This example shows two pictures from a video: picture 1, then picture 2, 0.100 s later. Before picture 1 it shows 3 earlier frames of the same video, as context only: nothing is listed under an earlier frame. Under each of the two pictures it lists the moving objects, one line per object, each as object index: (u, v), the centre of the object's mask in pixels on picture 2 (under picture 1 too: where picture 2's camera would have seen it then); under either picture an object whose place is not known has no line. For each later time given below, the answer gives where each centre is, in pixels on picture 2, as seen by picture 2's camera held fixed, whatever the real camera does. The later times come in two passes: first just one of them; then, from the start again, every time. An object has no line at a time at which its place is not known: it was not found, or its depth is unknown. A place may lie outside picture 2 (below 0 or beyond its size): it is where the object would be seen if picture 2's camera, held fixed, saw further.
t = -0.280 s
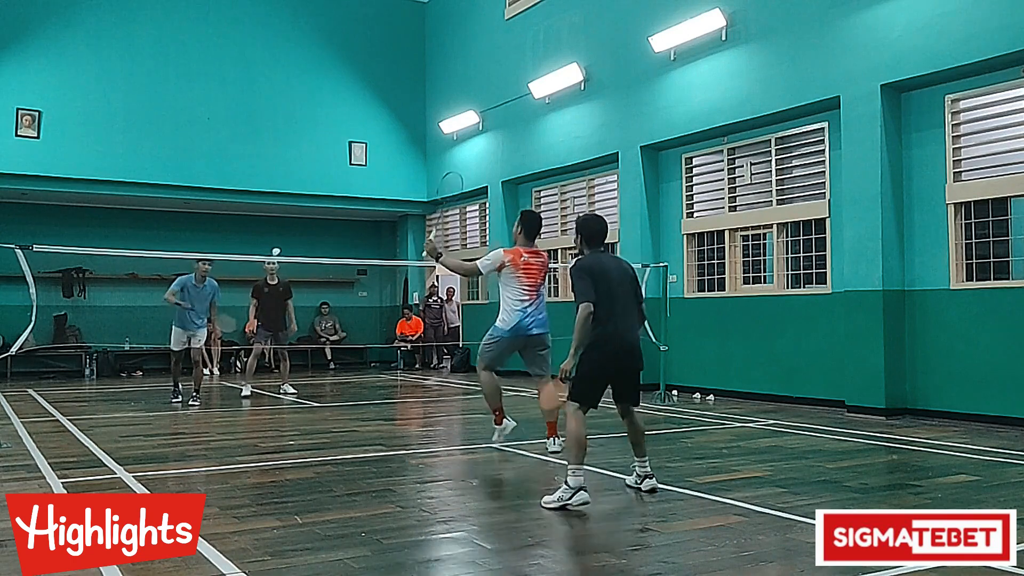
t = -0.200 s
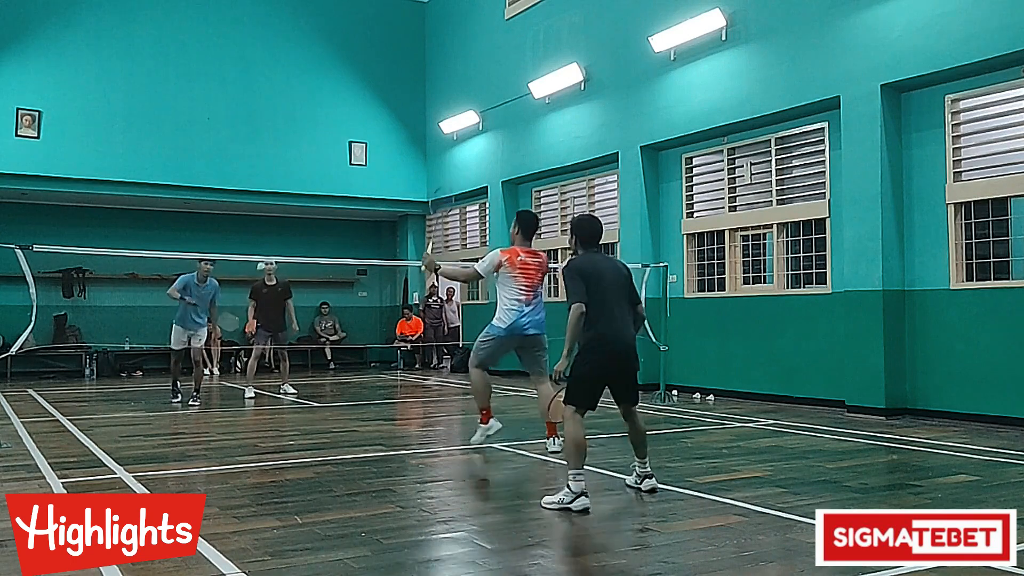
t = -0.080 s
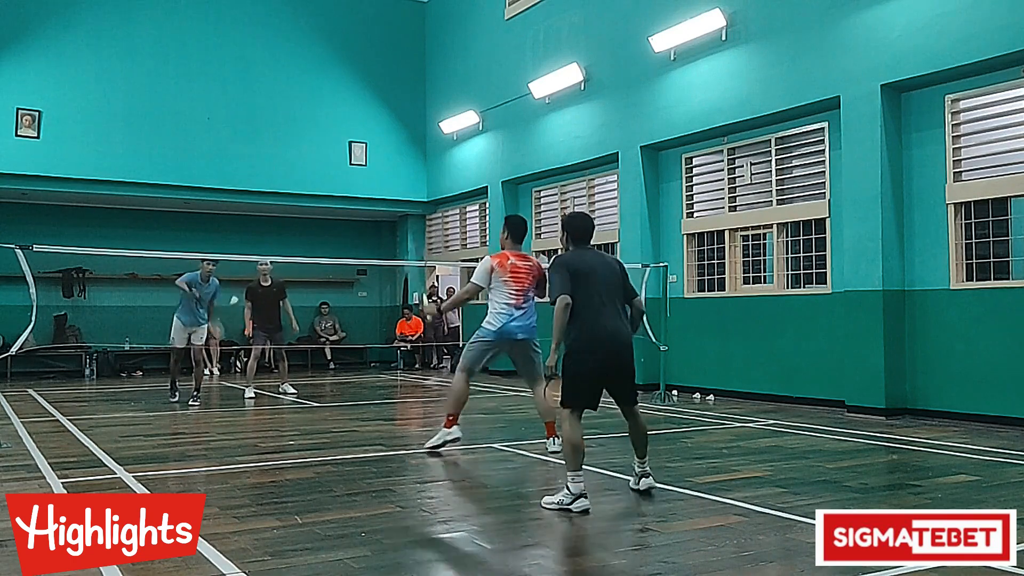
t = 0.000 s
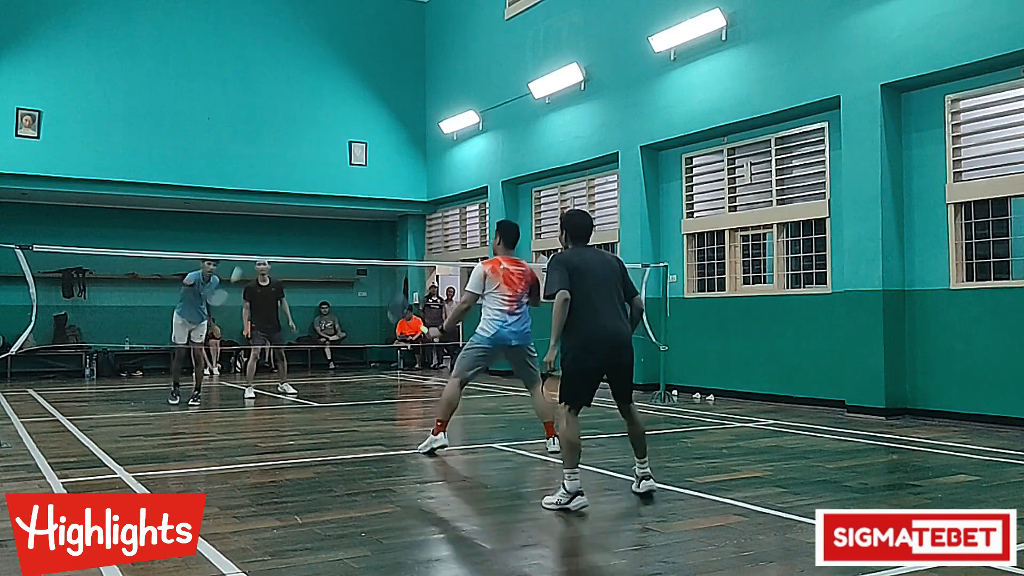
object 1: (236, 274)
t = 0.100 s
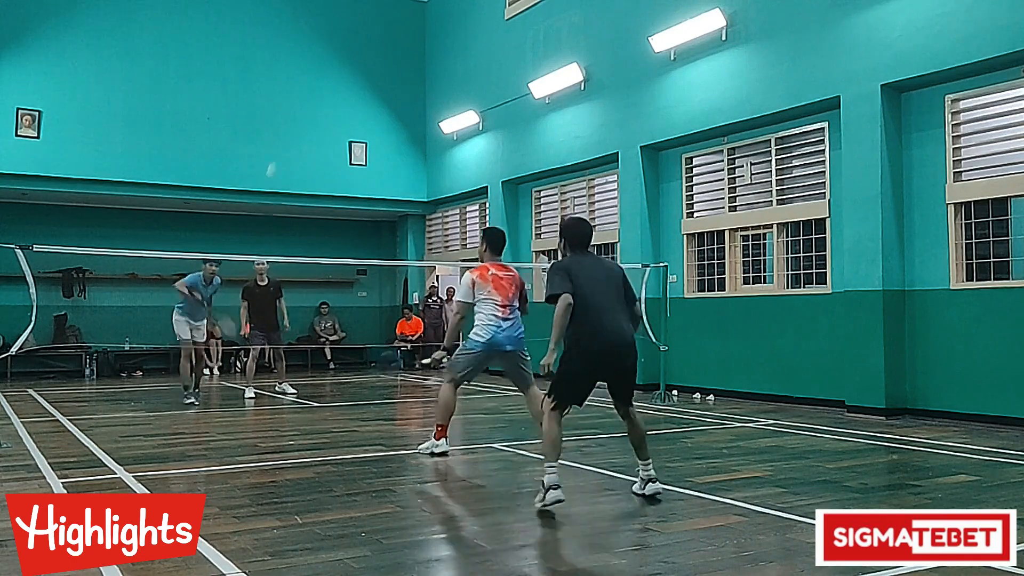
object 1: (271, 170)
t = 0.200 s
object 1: (301, 82)
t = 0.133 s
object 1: (282, 138)
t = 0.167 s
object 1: (292, 109)
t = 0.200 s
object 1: (301, 82)
